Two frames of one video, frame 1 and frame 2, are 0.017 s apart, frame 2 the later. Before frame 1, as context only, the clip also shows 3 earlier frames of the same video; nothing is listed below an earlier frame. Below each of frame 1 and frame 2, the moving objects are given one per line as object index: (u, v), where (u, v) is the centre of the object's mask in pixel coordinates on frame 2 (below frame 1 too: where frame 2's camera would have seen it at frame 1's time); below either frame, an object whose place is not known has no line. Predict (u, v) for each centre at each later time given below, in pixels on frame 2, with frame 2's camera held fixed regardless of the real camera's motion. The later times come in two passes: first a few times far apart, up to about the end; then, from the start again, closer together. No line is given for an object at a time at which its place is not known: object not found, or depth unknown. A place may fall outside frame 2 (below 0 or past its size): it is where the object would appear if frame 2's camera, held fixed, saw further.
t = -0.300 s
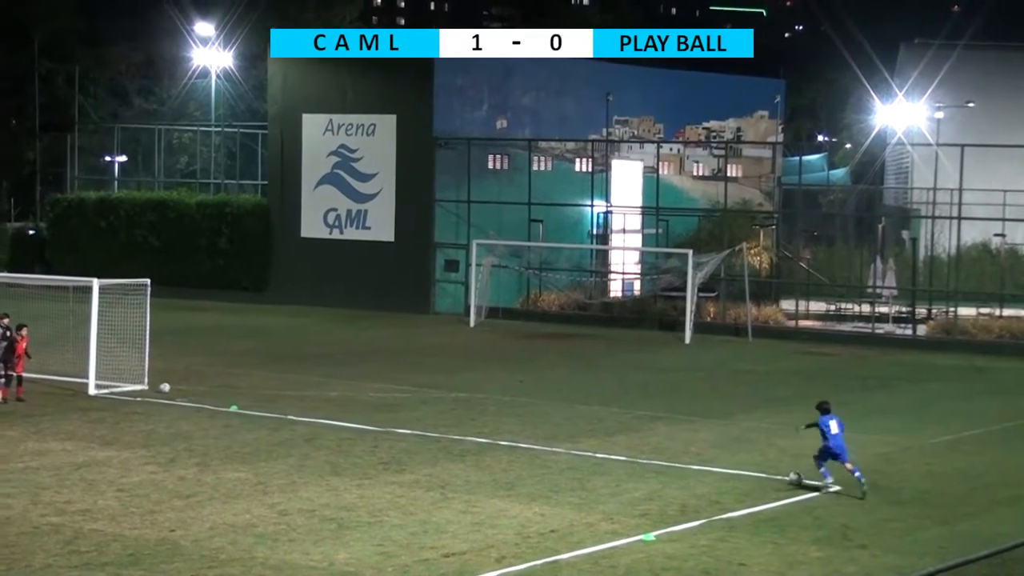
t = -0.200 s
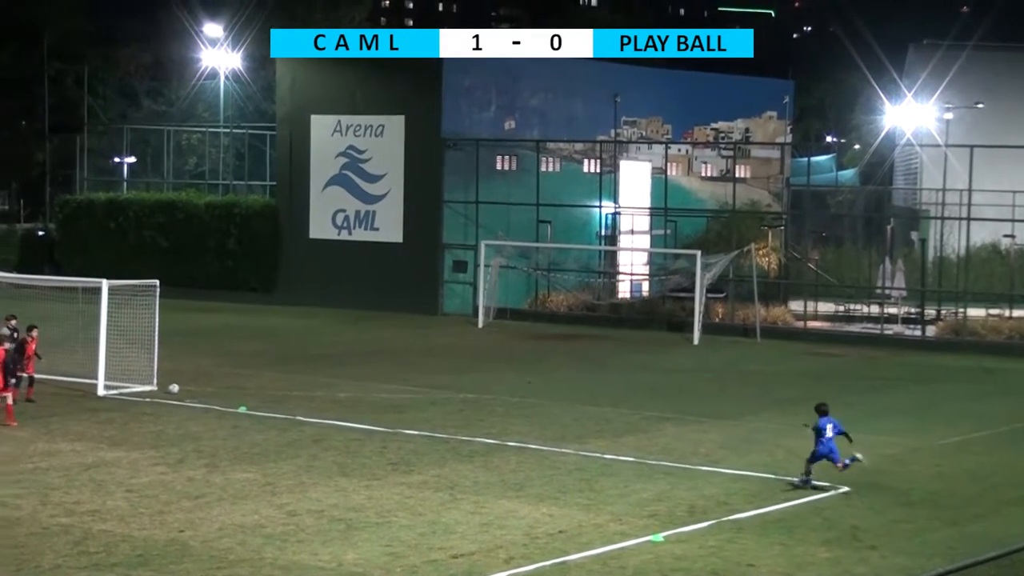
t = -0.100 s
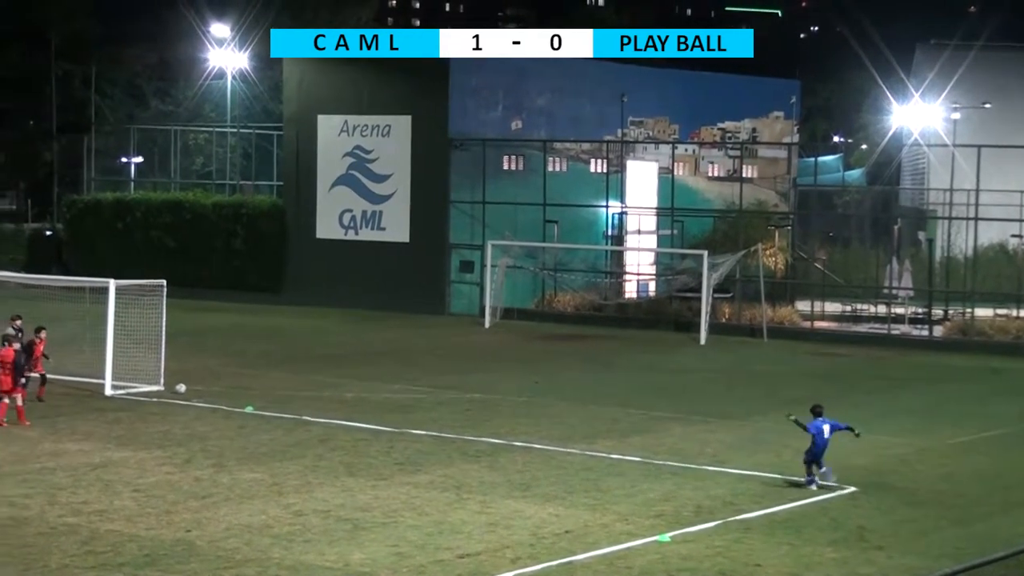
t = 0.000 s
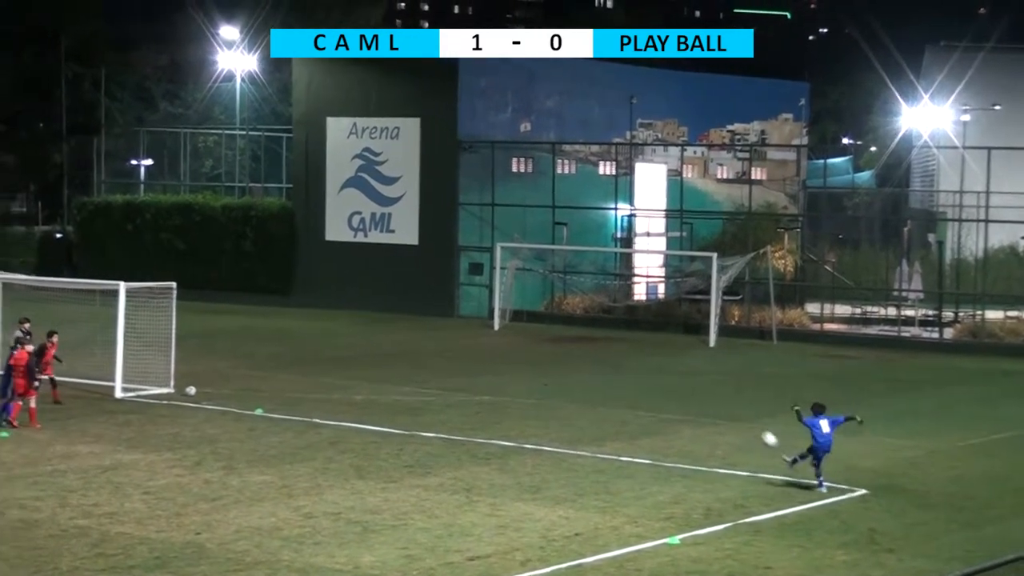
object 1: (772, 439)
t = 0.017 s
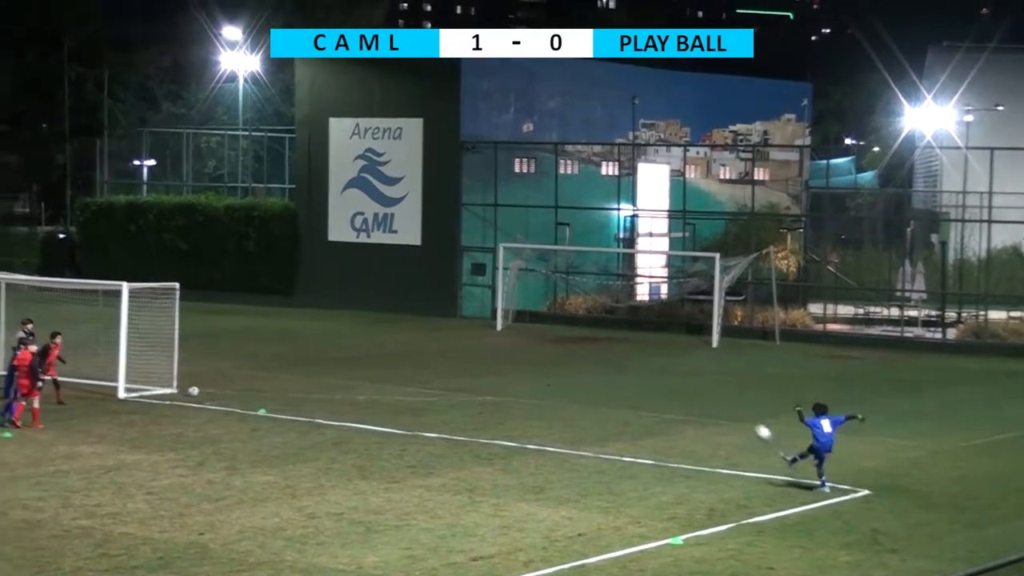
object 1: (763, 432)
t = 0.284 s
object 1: (631, 343)
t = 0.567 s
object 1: (516, 298)
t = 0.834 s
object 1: (425, 294)
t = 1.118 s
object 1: (341, 324)
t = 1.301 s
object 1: (291, 358)
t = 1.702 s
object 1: (217, 351)
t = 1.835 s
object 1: (197, 344)
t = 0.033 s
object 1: (754, 425)
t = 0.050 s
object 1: (745, 418)
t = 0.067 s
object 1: (736, 411)
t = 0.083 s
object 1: (727, 405)
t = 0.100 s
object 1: (718, 399)
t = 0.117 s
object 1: (709, 392)
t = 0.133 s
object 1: (701, 387)
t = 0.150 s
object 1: (693, 381)
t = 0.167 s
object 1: (685, 376)
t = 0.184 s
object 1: (677, 370)
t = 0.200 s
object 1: (669, 365)
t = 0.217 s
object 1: (661, 361)
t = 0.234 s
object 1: (653, 356)
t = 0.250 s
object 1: (645, 351)
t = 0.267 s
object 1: (638, 347)
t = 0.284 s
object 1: (631, 343)
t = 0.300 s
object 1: (623, 339)
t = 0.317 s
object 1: (616, 335)
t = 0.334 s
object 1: (609, 332)
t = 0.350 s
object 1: (602, 328)
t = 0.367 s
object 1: (595, 325)
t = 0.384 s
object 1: (588, 322)
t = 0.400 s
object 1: (581, 319)
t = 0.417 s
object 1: (574, 316)
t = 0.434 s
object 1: (568, 314)
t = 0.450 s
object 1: (561, 311)
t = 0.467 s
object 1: (554, 309)
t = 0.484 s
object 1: (548, 307)
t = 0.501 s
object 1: (541, 305)
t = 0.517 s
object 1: (535, 303)
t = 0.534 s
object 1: (528, 301)
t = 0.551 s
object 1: (522, 300)
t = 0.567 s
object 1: (516, 298)
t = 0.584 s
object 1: (510, 297)
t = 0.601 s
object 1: (503, 296)
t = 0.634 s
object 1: (493, 294)
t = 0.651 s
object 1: (486, 293)
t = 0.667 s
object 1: (480, 293)
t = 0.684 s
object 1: (475, 292)
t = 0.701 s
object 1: (469, 292)
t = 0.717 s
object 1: (463, 292)
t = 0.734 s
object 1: (457, 292)
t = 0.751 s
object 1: (452, 292)
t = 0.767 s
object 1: (446, 292)
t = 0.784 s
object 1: (441, 293)
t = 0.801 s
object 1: (435, 293)
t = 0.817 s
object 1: (430, 294)
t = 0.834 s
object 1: (425, 294)
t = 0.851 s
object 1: (420, 295)
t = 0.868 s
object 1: (415, 296)
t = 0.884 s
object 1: (409, 297)
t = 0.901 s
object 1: (404, 298)
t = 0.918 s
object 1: (399, 300)
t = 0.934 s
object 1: (394, 301)
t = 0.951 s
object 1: (389, 303)
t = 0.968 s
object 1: (384, 305)
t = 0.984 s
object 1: (379, 306)
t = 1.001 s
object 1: (374, 308)
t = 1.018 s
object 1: (369, 310)
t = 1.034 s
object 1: (364, 312)
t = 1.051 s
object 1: (360, 314)
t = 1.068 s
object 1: (355, 317)
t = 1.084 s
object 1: (351, 319)
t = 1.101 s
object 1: (346, 321)
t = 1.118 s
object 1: (341, 324)
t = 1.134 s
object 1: (336, 327)
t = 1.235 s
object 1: (309, 344)
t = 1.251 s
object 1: (305, 347)
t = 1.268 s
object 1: (301, 351)
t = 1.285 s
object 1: (296, 354)
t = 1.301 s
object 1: (291, 358)
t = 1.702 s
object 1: (217, 351)
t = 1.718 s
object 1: (214, 350)
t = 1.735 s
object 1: (212, 348)
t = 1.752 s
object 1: (209, 347)
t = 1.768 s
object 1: (207, 346)
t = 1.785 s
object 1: (204, 345)
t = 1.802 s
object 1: (202, 345)
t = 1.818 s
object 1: (200, 344)
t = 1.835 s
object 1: (197, 344)
